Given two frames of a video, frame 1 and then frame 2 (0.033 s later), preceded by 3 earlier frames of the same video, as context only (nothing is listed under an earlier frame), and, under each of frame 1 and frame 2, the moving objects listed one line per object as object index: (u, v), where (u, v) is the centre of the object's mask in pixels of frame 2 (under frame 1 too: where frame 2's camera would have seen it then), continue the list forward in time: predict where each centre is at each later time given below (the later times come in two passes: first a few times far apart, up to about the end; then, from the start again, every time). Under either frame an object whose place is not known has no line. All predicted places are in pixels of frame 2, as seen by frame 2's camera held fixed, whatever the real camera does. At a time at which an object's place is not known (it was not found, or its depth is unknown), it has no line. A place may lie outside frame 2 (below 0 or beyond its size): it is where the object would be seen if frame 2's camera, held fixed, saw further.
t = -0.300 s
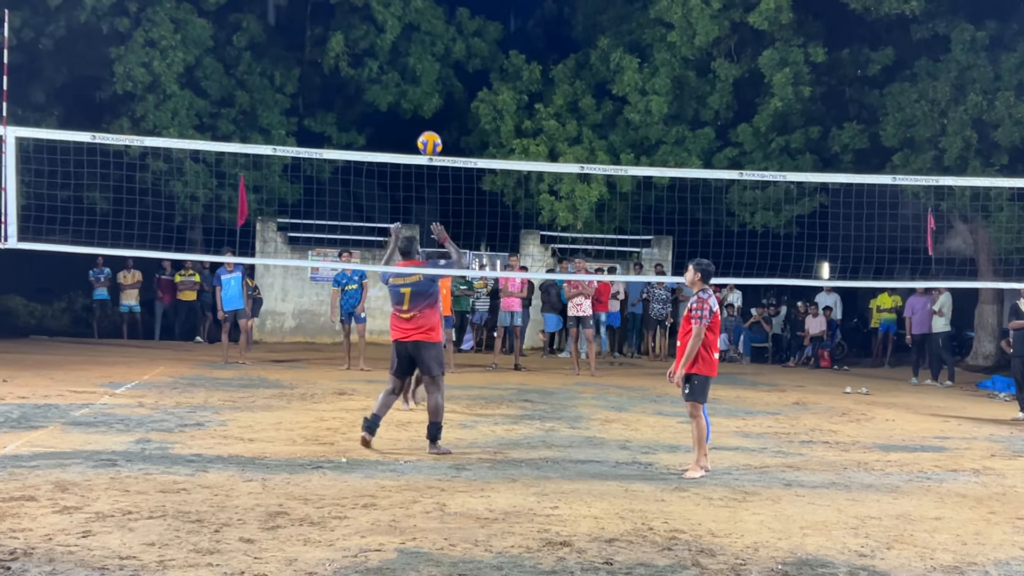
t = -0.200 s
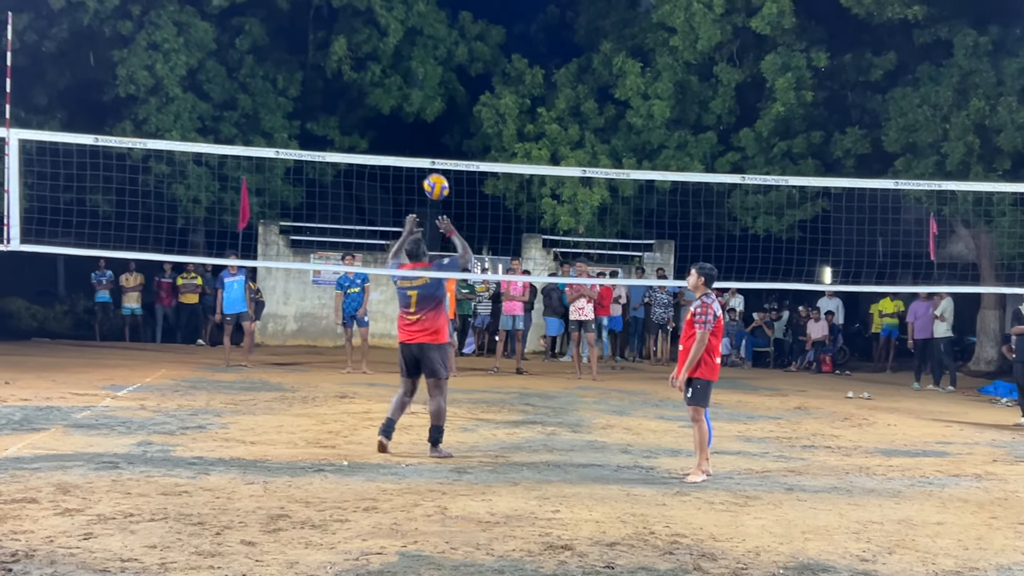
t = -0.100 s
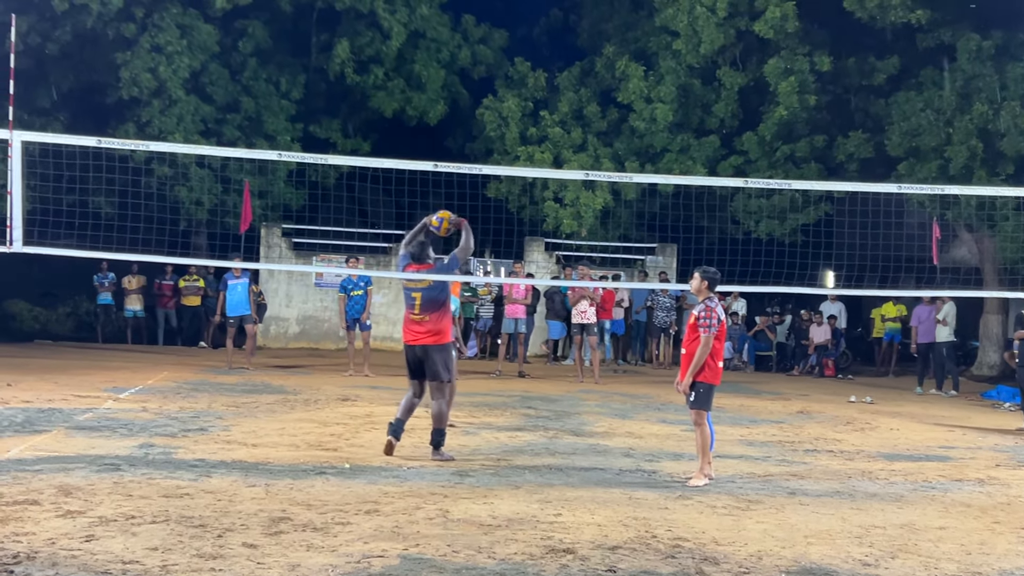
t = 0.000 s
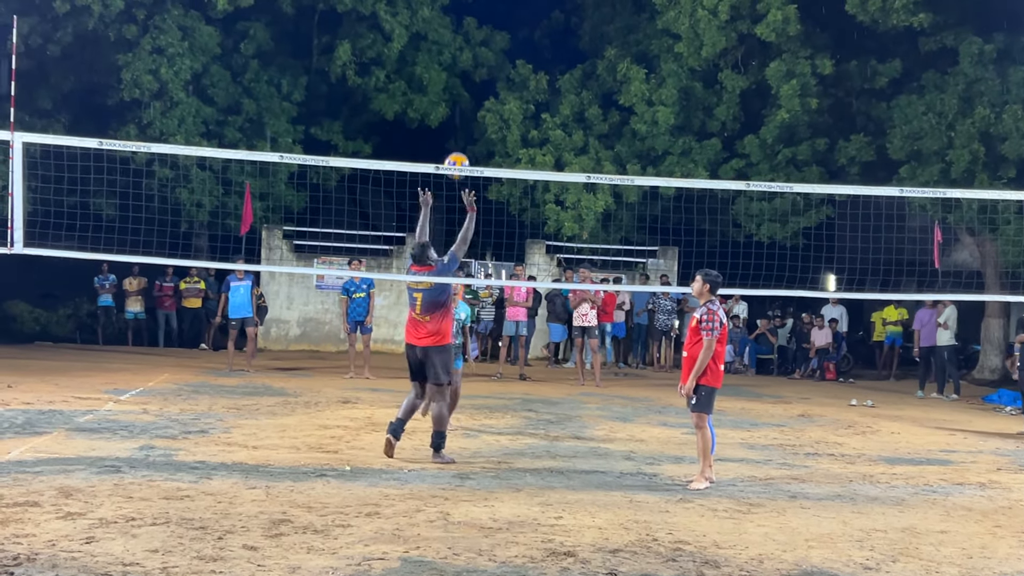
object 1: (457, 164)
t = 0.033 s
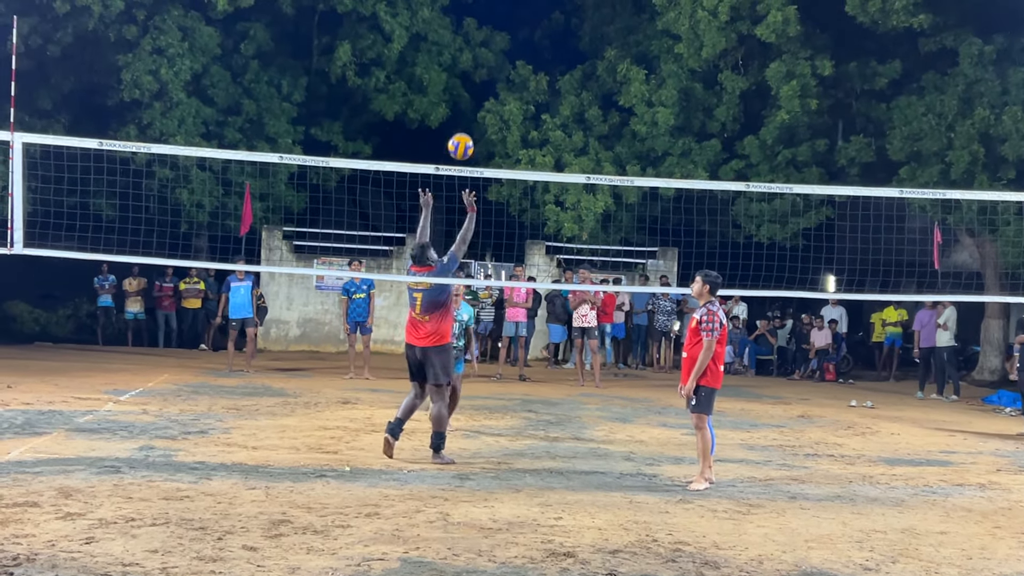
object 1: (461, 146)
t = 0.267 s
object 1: (486, 43)
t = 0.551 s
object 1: (510, 5)
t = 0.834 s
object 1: (529, 57)
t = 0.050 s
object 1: (463, 137)
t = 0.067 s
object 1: (465, 128)
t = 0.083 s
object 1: (466, 119)
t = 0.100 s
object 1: (469, 110)
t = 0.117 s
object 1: (471, 102)
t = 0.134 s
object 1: (472, 94)
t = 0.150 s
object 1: (474, 86)
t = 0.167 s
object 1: (476, 79)
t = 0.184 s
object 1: (478, 72)
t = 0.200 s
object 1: (479, 66)
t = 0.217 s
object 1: (481, 59)
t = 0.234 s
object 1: (483, 53)
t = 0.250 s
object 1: (485, 48)
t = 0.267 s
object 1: (486, 43)
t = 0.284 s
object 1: (488, 38)
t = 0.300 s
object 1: (489, 33)
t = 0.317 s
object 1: (491, 29)
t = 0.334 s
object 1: (492, 25)
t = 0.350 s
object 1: (494, 22)
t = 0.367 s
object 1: (495, 18)
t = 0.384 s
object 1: (497, 15)
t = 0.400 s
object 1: (498, 13)
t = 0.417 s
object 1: (500, 10)
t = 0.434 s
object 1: (501, 9)
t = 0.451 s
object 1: (502, 7)
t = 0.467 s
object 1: (504, 6)
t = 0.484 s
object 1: (505, 5)
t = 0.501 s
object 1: (506, 5)
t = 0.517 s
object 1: (508, 4)
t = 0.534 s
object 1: (509, 4)
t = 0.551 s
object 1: (510, 5)
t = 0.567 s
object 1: (512, 5)
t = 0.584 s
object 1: (513, 6)
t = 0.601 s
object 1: (514, 6)
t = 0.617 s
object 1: (515, 8)
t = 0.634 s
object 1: (516, 10)
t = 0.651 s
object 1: (518, 12)
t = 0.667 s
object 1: (519, 14)
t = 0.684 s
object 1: (520, 17)
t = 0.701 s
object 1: (521, 20)
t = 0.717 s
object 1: (522, 24)
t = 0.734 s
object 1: (523, 28)
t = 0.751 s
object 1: (524, 32)
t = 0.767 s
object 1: (526, 36)
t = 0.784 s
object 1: (527, 41)
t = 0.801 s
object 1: (528, 46)
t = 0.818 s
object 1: (529, 51)
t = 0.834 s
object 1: (529, 57)
